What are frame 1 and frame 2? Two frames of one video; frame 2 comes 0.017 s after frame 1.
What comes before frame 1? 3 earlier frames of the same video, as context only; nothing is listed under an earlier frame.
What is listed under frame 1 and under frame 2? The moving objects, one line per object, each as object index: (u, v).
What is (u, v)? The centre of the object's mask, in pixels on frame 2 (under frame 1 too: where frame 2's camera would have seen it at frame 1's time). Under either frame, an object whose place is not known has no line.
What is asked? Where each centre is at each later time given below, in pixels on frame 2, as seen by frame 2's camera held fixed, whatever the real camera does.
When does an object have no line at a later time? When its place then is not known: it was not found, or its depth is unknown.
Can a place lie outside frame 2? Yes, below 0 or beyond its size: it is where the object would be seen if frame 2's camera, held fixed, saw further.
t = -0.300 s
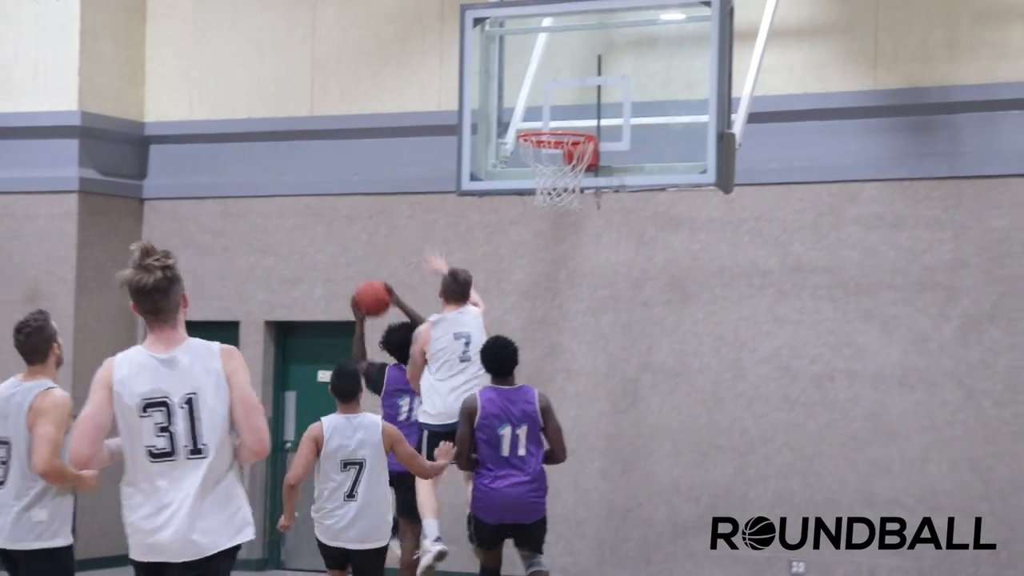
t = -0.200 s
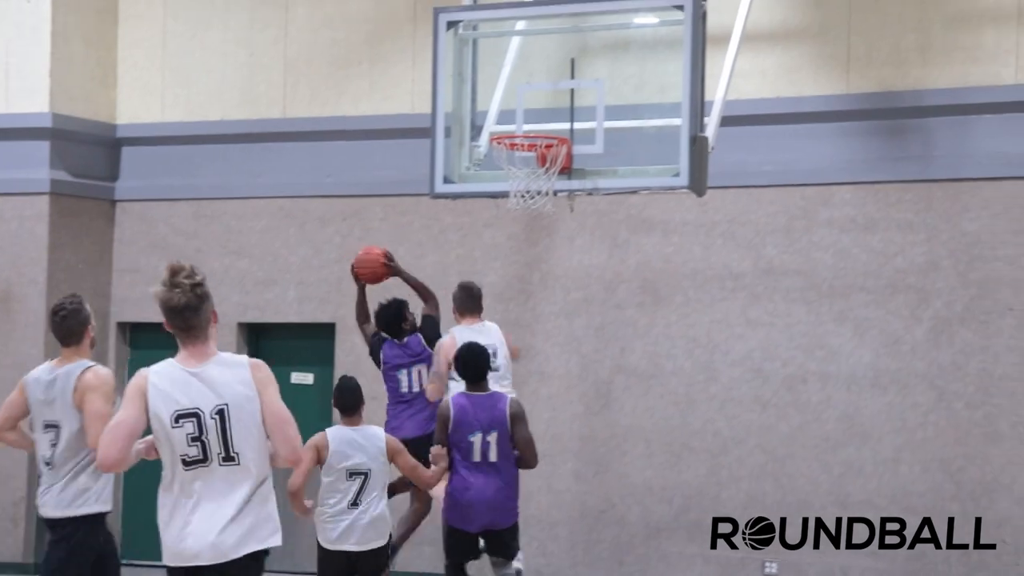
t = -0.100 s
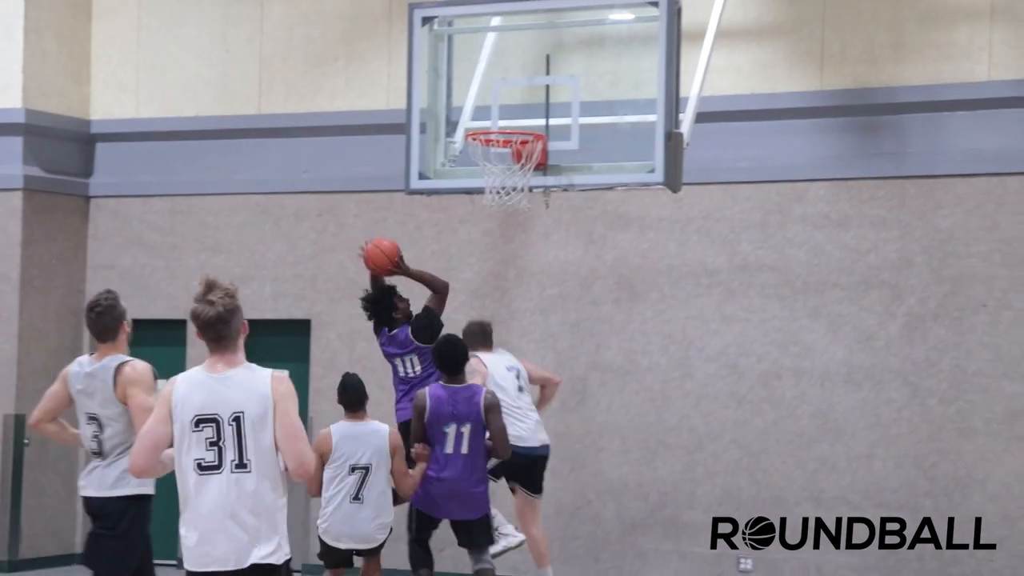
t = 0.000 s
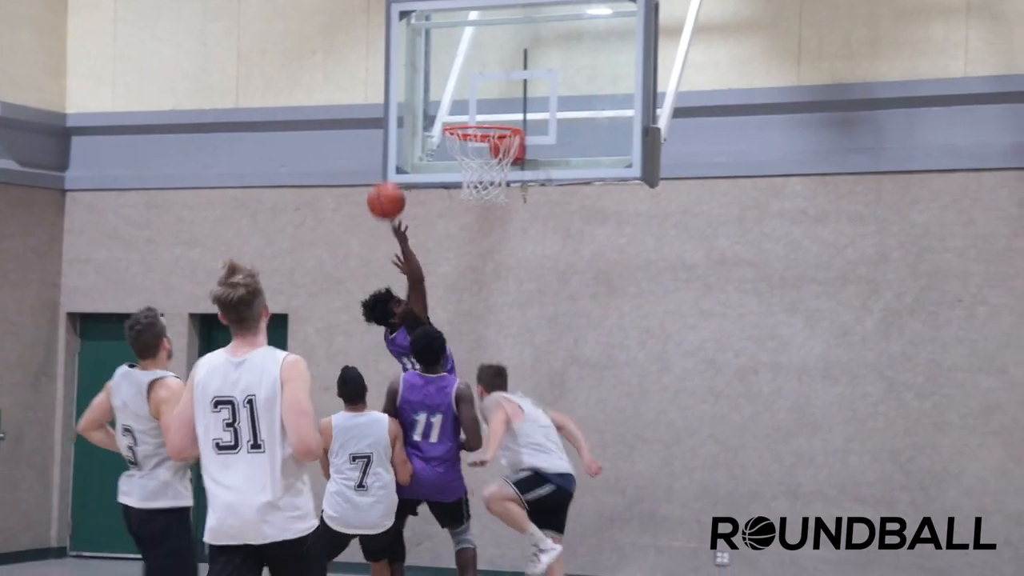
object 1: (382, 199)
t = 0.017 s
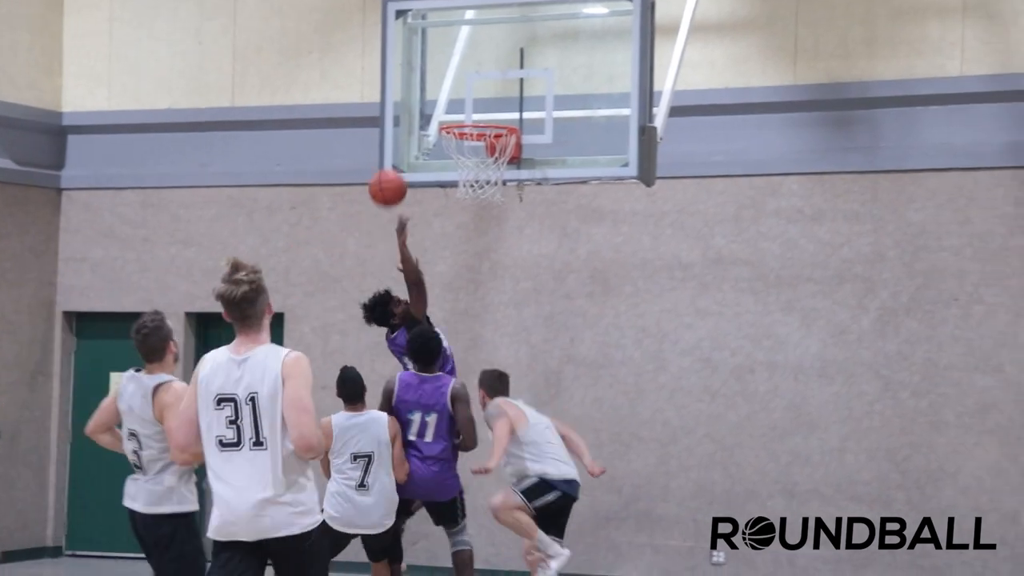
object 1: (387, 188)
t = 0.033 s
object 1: (392, 176)
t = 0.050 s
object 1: (398, 165)
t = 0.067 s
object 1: (403, 155)
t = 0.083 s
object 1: (408, 145)
